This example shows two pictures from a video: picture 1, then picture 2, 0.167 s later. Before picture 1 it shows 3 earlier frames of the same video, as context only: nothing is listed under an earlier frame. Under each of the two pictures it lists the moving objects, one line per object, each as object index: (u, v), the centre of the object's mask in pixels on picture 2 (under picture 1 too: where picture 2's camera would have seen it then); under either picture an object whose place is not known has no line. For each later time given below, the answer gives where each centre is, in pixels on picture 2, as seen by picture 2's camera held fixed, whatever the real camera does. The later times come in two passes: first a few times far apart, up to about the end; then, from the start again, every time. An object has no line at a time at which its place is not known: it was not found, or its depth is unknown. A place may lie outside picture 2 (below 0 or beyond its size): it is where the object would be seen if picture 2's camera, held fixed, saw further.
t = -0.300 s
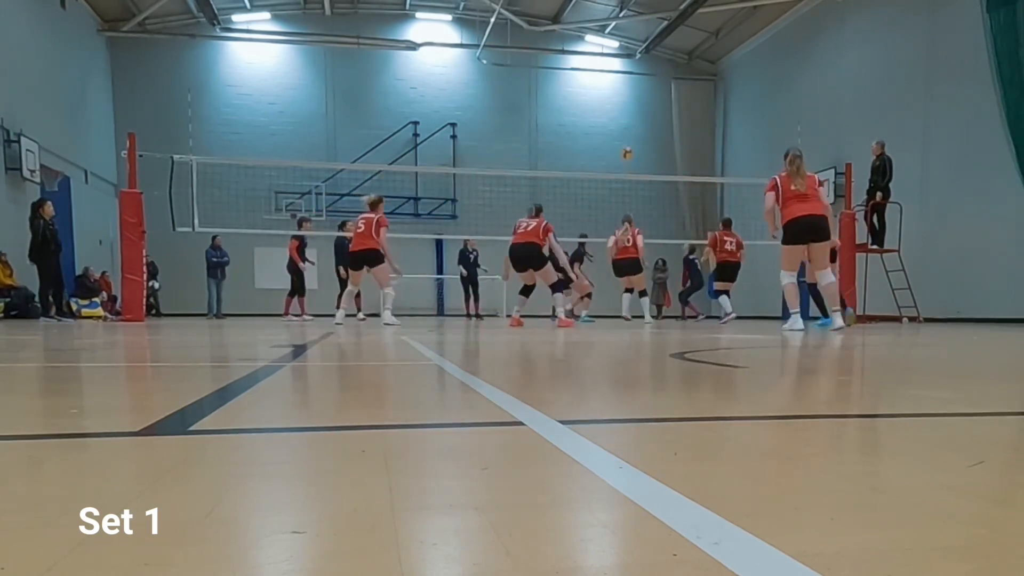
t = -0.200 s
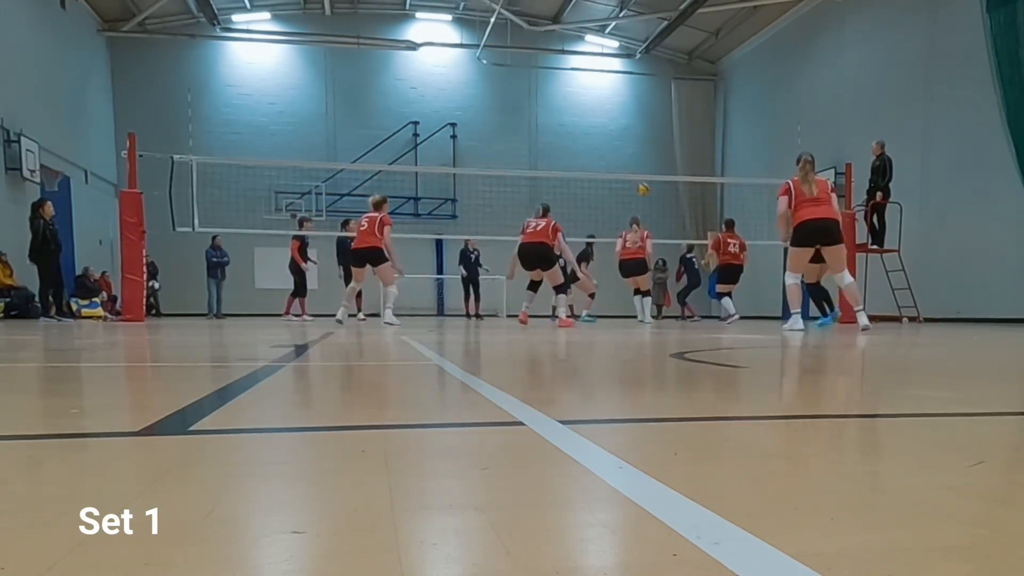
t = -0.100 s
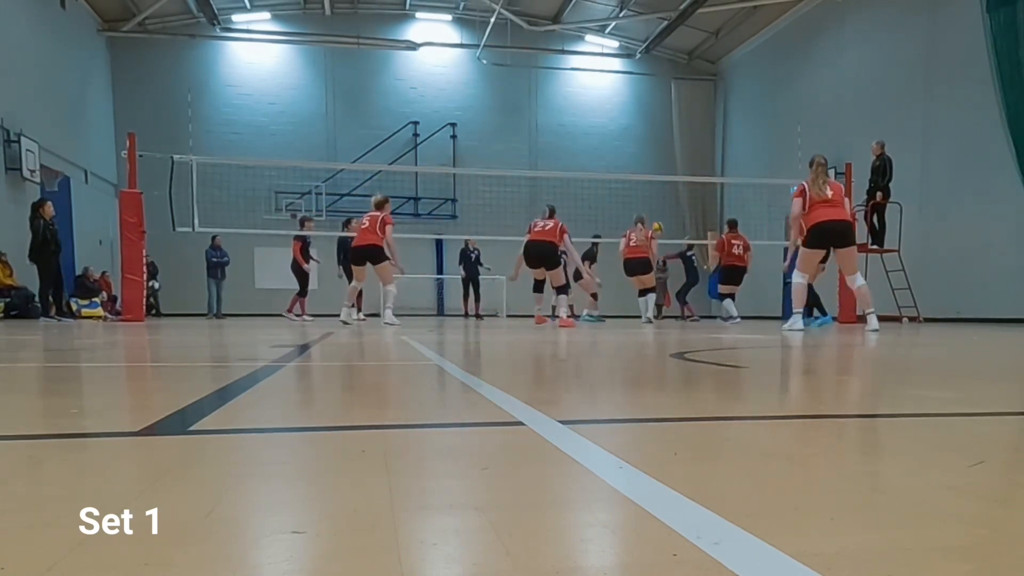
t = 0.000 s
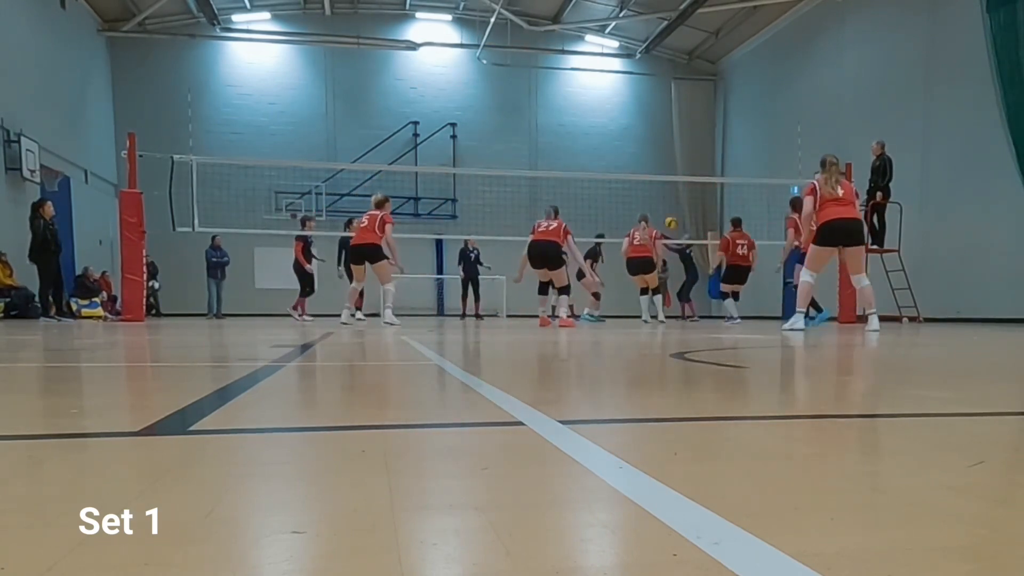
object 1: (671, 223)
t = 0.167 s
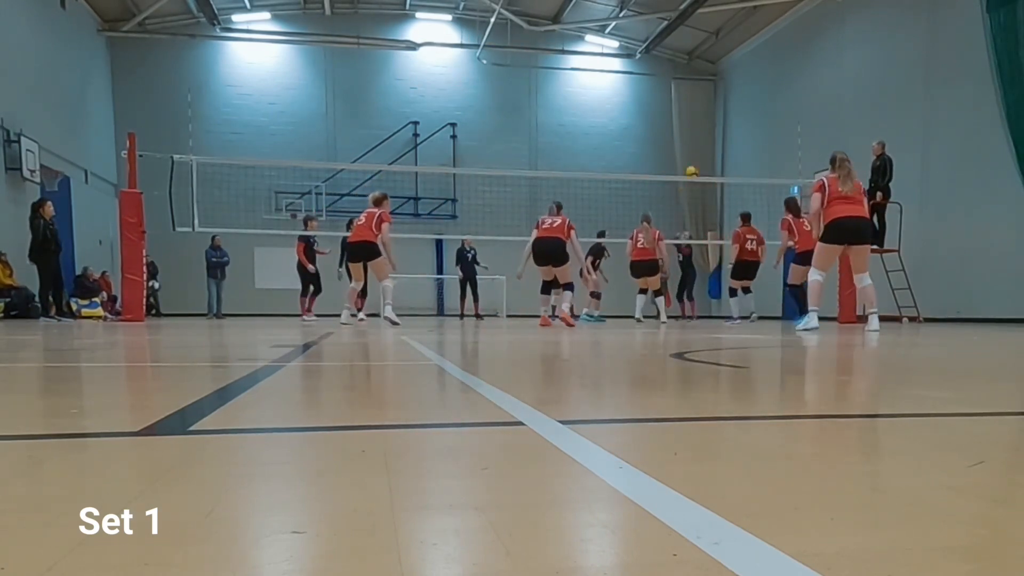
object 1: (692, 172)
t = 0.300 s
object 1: (711, 141)
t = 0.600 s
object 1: (764, 108)
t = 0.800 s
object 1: (807, 121)
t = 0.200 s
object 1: (696, 164)
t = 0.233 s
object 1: (701, 156)
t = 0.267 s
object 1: (706, 148)
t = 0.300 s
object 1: (711, 141)
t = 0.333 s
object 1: (716, 135)
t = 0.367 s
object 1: (722, 130)
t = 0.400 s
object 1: (726, 125)
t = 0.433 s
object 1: (733, 121)
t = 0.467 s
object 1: (739, 116)
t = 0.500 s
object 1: (745, 113)
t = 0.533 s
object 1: (751, 111)
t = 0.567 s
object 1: (757, 109)
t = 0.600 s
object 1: (764, 108)
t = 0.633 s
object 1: (770, 108)
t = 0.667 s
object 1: (777, 109)
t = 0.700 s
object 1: (784, 111)
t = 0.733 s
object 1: (791, 113)
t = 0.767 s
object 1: (799, 117)
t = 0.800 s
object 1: (807, 121)
